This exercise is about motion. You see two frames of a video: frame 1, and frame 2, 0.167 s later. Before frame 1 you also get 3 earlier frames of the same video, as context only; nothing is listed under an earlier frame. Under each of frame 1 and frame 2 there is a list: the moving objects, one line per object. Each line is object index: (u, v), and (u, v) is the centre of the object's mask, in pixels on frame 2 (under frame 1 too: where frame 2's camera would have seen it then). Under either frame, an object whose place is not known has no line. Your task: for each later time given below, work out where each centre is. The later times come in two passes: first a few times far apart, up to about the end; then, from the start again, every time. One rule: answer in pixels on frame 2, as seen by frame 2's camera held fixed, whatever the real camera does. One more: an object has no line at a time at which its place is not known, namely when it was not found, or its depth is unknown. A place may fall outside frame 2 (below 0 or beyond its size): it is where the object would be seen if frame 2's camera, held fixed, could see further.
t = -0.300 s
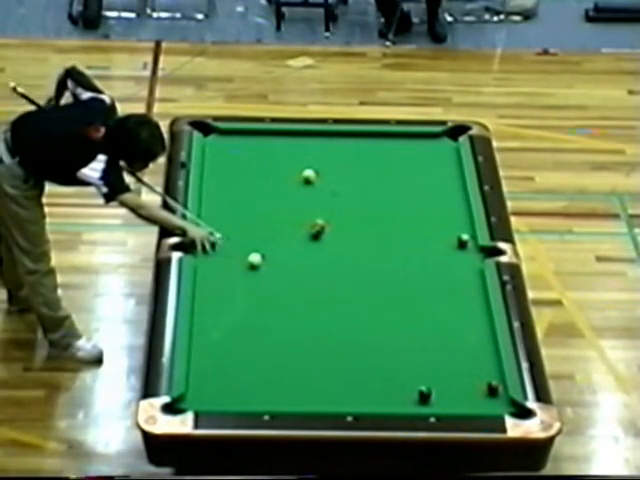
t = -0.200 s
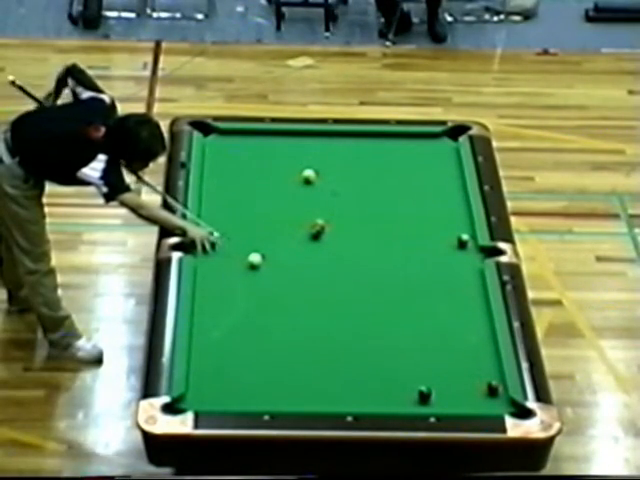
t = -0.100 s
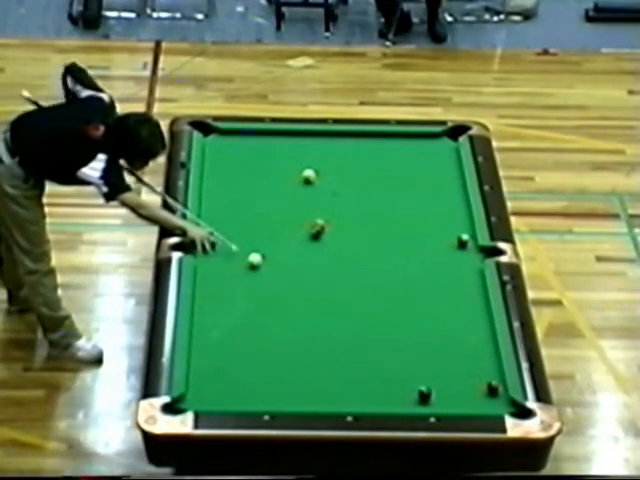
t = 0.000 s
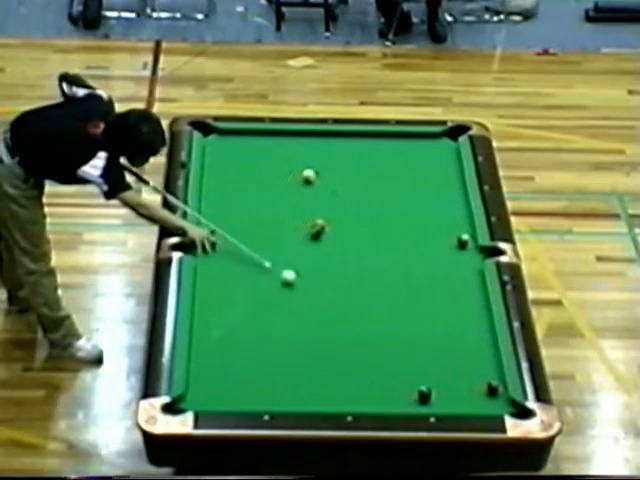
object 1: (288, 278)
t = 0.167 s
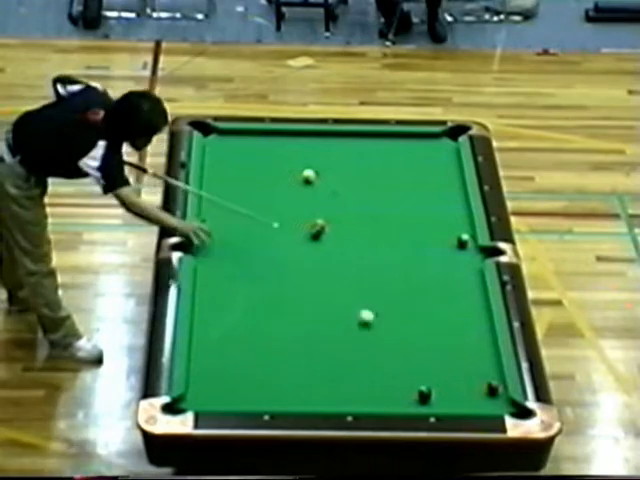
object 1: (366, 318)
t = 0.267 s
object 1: (409, 340)
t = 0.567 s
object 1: (492, 377)
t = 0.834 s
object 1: (460, 364)
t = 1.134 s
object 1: (427, 350)
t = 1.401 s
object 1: (399, 339)
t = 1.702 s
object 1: (370, 327)
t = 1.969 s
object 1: (345, 317)
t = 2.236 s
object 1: (322, 308)
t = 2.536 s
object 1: (298, 298)
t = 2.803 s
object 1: (277, 290)
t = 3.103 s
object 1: (256, 282)
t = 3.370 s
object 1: (238, 274)
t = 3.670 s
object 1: (219, 267)
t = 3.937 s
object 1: (203, 261)
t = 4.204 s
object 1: (206, 258)
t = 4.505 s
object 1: (214, 255)
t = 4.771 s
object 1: (220, 252)
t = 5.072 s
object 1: (226, 250)
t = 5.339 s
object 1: (230, 249)
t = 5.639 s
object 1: (234, 247)
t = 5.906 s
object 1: (236, 246)
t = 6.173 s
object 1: (238, 246)
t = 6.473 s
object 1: (238, 246)
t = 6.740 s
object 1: (238, 246)
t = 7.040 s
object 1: (238, 246)
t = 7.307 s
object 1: (238, 246)
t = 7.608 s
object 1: (238, 246)
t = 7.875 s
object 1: (238, 246)
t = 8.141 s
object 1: (238, 246)
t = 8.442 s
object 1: (238, 246)
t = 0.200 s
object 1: (381, 325)
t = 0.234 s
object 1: (395, 333)
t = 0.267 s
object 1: (409, 340)
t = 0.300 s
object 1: (423, 347)
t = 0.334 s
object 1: (437, 354)
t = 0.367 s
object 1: (449, 360)
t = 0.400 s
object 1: (462, 366)
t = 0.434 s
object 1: (474, 373)
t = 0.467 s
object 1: (486, 378)
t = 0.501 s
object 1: (495, 378)
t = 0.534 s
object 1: (496, 378)
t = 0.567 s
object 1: (492, 377)
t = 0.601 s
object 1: (487, 375)
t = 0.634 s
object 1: (483, 373)
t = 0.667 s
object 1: (479, 372)
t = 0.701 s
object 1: (475, 370)
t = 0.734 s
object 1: (471, 368)
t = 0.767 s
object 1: (467, 367)
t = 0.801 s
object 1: (464, 365)
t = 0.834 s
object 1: (460, 364)
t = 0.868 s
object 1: (456, 362)
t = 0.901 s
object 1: (452, 361)
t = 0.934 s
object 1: (448, 359)
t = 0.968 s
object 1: (445, 357)
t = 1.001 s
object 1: (441, 356)
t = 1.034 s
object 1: (437, 354)
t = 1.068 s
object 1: (434, 353)
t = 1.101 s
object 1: (430, 351)
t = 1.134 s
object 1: (427, 350)
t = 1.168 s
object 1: (423, 348)
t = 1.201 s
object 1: (420, 347)
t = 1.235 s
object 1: (416, 345)
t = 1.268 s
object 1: (412, 344)
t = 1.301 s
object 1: (410, 343)
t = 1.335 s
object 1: (406, 342)
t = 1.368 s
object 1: (402, 340)
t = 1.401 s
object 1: (399, 339)
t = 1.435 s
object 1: (396, 337)
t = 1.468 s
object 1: (392, 337)
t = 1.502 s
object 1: (389, 335)
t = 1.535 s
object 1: (386, 333)
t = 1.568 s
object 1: (382, 332)
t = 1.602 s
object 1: (379, 331)
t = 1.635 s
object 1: (376, 330)
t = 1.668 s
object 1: (373, 328)
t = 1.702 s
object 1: (370, 327)
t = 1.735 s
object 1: (367, 326)
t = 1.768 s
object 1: (363, 325)
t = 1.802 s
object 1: (360, 323)
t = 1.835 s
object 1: (357, 322)
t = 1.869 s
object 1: (354, 321)
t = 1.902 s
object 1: (352, 319)
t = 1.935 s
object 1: (348, 318)
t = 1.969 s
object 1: (345, 317)
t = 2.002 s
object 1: (342, 316)
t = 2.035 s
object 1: (340, 315)
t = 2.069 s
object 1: (337, 314)
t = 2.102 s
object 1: (334, 312)
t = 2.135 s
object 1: (331, 311)
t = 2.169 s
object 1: (328, 310)
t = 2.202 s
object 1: (325, 309)
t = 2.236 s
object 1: (322, 308)
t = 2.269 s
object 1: (319, 307)
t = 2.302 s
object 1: (317, 306)
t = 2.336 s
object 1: (314, 305)
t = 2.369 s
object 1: (311, 303)
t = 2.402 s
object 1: (308, 302)
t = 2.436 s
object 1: (306, 301)
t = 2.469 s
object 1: (303, 300)
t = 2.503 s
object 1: (300, 299)
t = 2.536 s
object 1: (298, 298)
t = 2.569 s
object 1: (295, 297)
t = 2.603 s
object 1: (293, 296)
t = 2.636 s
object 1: (290, 295)
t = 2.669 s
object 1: (287, 294)
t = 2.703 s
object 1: (285, 293)
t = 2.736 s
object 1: (282, 292)
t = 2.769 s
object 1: (280, 291)
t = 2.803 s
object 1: (277, 290)
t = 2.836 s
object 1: (275, 289)
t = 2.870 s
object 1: (273, 288)
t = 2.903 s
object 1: (270, 287)
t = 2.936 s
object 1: (268, 286)
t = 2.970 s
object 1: (265, 285)
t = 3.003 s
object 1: (263, 284)
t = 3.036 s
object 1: (261, 283)
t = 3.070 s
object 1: (258, 282)
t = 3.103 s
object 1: (256, 282)
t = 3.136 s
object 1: (254, 281)
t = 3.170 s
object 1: (252, 280)
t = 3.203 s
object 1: (249, 279)
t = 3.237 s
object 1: (247, 278)
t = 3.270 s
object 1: (245, 277)
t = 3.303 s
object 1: (242, 276)
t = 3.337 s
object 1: (240, 275)
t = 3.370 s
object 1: (238, 274)
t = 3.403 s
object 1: (236, 274)
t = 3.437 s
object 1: (234, 273)
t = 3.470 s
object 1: (231, 272)
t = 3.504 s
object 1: (229, 271)
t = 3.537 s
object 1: (227, 270)
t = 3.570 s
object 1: (225, 270)
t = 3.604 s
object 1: (223, 269)
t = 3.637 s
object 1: (221, 268)
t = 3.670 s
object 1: (219, 267)
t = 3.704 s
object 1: (217, 267)
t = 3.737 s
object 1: (215, 266)
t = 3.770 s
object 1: (213, 265)
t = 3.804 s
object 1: (211, 264)
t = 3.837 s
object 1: (209, 264)
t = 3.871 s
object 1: (207, 263)
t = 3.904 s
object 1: (205, 262)
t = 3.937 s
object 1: (203, 261)
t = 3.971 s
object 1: (202, 261)
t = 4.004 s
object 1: (201, 260)
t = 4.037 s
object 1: (202, 260)
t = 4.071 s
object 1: (202, 259)
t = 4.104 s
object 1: (203, 258)
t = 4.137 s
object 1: (204, 258)
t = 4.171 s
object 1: (205, 258)
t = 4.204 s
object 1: (206, 258)
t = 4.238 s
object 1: (207, 257)
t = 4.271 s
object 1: (208, 257)
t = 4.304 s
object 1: (208, 257)
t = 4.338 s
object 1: (210, 256)
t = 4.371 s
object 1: (211, 256)
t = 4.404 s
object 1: (212, 256)
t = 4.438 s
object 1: (213, 255)
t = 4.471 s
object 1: (214, 255)
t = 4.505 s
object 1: (214, 255)
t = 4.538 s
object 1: (215, 254)
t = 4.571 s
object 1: (216, 254)
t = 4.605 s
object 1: (217, 254)
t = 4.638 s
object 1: (217, 253)
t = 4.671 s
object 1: (218, 253)
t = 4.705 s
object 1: (219, 253)
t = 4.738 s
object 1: (220, 253)
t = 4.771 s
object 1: (220, 252)
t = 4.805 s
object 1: (221, 252)
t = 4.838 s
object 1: (222, 252)
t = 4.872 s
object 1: (223, 251)
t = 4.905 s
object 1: (223, 251)
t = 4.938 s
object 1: (224, 251)
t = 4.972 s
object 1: (224, 251)
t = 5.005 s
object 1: (225, 251)
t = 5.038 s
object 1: (226, 250)
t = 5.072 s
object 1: (226, 250)
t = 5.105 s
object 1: (227, 250)
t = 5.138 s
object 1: (227, 250)
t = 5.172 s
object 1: (228, 250)
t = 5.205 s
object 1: (229, 250)
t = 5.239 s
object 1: (229, 249)
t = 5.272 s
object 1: (230, 249)
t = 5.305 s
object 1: (230, 249)
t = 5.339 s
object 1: (230, 249)
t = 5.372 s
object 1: (231, 248)
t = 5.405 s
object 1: (231, 248)
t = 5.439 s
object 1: (232, 248)
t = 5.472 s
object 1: (232, 248)
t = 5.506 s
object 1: (233, 248)
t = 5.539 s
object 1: (233, 248)
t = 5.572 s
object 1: (234, 247)
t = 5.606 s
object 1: (234, 247)
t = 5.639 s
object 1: (234, 247)
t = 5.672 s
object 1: (235, 247)
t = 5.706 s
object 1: (235, 247)
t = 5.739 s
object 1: (235, 247)
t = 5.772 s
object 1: (236, 247)
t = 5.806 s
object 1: (236, 247)
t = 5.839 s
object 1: (236, 246)
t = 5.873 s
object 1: (236, 246)
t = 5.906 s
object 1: (236, 246)
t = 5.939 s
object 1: (236, 246)
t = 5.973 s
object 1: (237, 246)
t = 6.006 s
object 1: (237, 246)
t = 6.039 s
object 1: (237, 246)
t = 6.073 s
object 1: (237, 246)
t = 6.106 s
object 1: (237, 246)
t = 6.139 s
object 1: (238, 246)
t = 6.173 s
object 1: (238, 246)
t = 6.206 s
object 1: (238, 246)
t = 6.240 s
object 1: (238, 246)
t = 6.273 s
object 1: (238, 246)
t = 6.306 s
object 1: (238, 246)
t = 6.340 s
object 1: (238, 246)
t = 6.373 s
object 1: (238, 246)
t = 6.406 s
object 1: (238, 246)
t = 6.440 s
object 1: (238, 246)
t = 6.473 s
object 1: (238, 246)
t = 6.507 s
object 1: (238, 246)
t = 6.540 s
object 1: (238, 246)
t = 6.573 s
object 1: (238, 246)
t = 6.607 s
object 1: (238, 246)
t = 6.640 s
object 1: (238, 246)
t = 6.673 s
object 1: (238, 246)
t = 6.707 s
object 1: (238, 246)
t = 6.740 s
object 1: (238, 246)
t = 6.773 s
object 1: (238, 246)
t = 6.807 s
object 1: (238, 246)
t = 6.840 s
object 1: (238, 246)
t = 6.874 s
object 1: (238, 246)
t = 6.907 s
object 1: (238, 246)
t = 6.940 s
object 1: (238, 246)
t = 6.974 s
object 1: (238, 246)
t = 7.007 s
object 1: (238, 246)
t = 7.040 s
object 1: (238, 246)
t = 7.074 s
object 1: (238, 246)
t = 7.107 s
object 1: (238, 246)
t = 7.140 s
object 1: (238, 246)
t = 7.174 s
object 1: (238, 246)
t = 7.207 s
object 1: (238, 246)
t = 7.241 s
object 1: (238, 246)
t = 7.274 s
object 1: (238, 246)
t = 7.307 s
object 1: (238, 246)
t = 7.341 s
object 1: (238, 246)
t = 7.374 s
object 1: (238, 246)
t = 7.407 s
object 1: (238, 246)
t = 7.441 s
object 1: (238, 246)
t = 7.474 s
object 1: (238, 246)
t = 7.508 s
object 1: (238, 246)
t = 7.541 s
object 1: (238, 246)
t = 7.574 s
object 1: (238, 246)
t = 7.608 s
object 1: (238, 246)
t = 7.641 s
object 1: (238, 246)
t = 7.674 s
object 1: (238, 246)
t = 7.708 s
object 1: (238, 246)
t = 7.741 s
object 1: (238, 246)
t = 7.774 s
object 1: (238, 246)
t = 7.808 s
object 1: (238, 246)
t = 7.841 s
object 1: (238, 246)
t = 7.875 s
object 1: (238, 246)
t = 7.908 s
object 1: (238, 246)
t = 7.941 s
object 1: (238, 246)
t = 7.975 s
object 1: (238, 246)
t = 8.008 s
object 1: (238, 246)
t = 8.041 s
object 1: (238, 246)
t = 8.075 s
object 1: (238, 246)
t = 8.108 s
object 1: (238, 246)
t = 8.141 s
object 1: (238, 246)
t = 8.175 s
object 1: (238, 246)
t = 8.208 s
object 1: (238, 246)
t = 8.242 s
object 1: (238, 246)
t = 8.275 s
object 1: (238, 246)
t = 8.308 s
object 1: (238, 246)
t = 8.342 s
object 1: (238, 246)
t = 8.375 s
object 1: (238, 246)
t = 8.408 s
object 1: (238, 246)
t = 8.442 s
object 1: (238, 246)
